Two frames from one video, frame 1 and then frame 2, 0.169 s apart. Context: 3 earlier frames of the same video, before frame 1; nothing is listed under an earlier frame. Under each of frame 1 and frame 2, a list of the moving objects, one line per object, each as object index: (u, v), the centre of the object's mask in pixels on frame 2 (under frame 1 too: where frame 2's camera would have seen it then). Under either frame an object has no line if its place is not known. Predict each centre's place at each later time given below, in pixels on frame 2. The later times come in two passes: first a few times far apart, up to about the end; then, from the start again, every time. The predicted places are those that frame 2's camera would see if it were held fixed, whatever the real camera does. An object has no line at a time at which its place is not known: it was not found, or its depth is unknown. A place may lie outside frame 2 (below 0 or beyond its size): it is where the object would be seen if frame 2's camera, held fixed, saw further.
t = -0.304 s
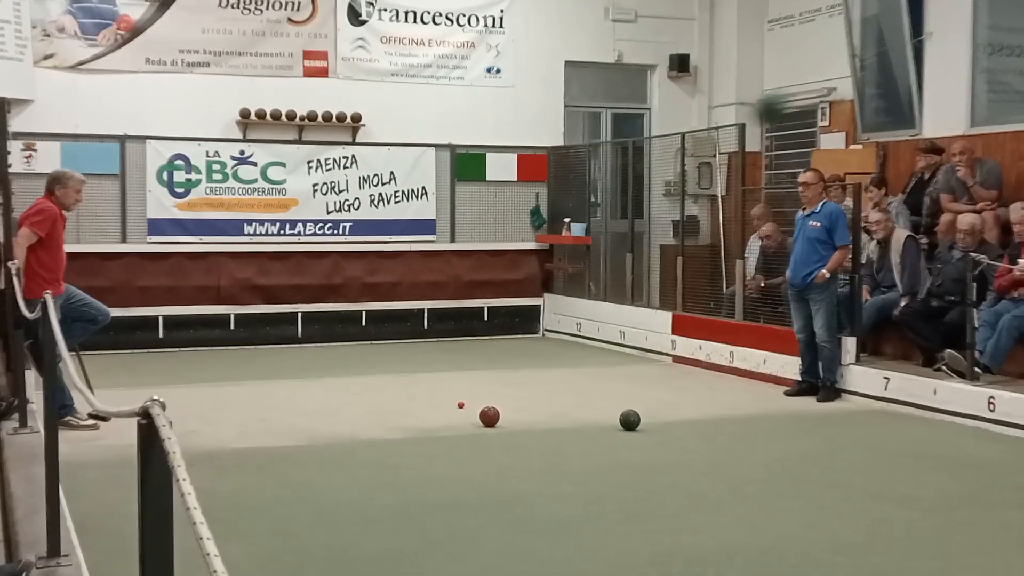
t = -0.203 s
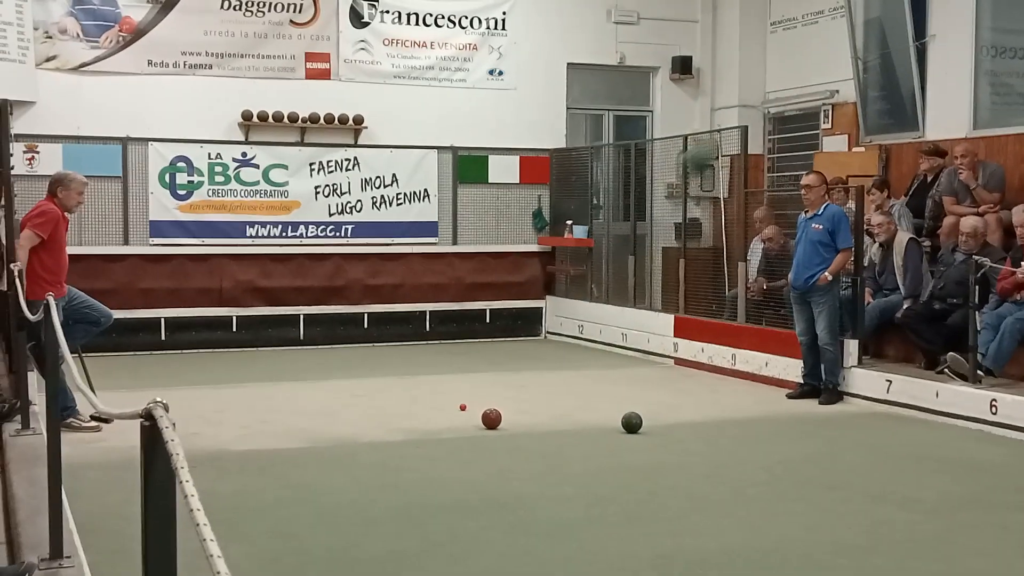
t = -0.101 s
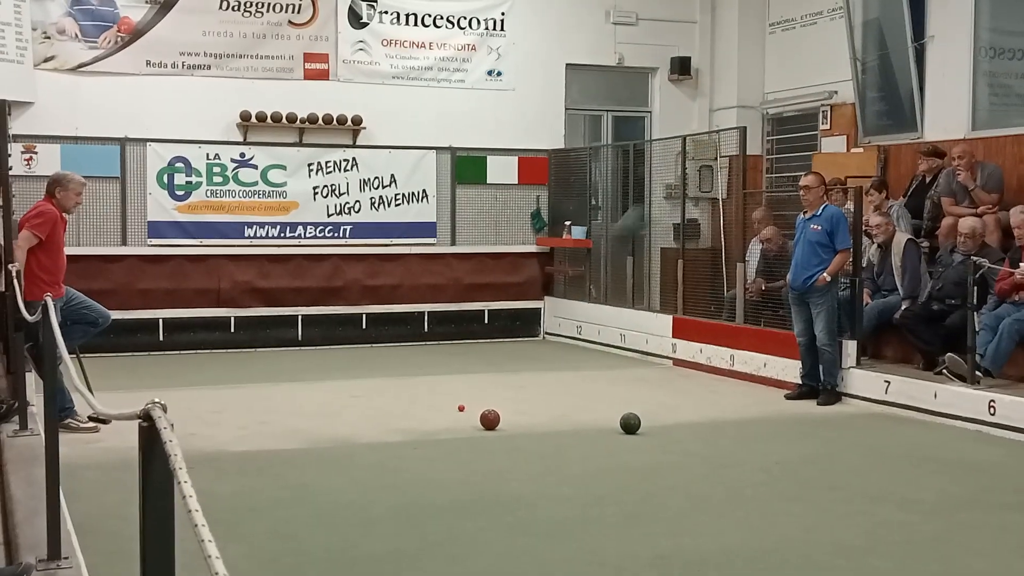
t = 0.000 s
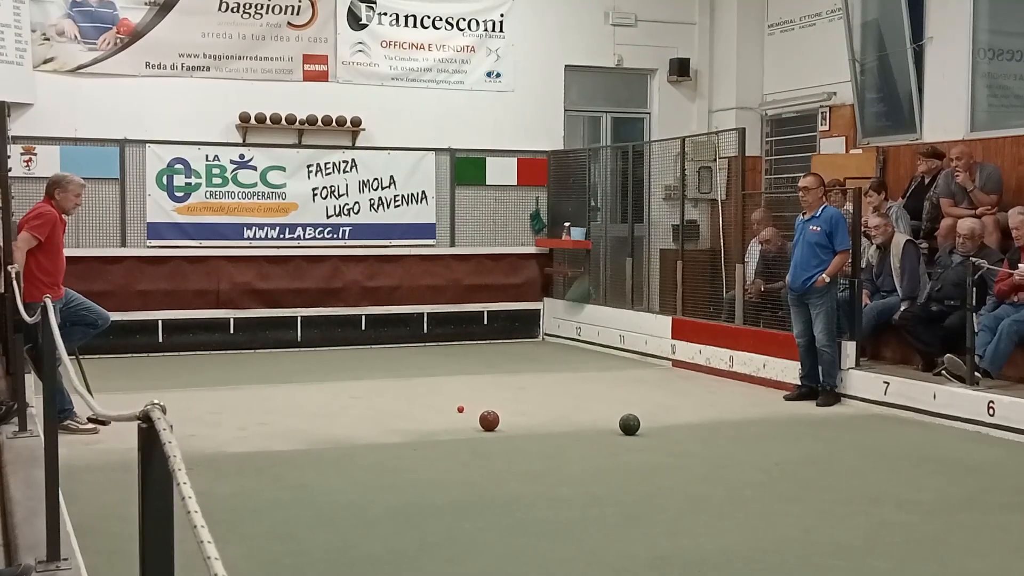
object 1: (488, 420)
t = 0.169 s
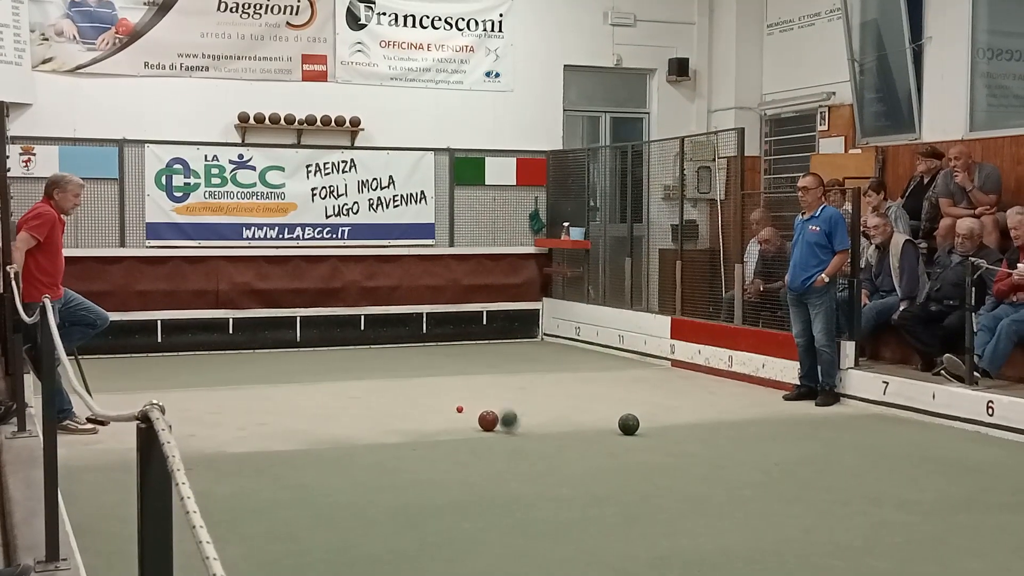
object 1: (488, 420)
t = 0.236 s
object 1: (472, 419)
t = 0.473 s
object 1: (419, 414)
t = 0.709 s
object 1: (372, 409)
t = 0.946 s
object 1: (329, 406)
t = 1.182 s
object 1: (288, 402)
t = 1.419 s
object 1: (250, 398)
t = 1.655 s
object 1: (214, 395)
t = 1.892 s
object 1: (181, 392)
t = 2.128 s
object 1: (150, 390)
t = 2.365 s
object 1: (120, 387)
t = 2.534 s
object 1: (101, 385)
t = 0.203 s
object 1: (481, 419)
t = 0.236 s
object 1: (472, 419)
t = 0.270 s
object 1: (462, 418)
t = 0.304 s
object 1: (455, 416)
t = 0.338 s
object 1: (447, 416)
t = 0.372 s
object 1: (440, 416)
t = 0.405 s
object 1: (433, 415)
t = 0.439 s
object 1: (426, 414)
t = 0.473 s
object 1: (419, 414)
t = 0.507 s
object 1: (412, 413)
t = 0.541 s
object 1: (405, 413)
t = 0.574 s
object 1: (398, 412)
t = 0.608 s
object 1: (392, 411)
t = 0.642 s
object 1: (385, 411)
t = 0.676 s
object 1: (379, 410)
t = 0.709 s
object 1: (372, 409)
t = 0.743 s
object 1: (366, 409)
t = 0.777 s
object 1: (360, 408)
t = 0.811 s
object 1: (353, 408)
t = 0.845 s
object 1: (347, 407)
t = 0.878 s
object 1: (341, 407)
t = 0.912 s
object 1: (335, 406)
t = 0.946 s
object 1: (329, 406)
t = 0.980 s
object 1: (323, 405)
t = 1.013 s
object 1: (317, 405)
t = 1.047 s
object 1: (311, 404)
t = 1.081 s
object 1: (305, 403)
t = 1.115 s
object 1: (299, 403)
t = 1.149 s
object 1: (294, 402)
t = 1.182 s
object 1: (288, 402)
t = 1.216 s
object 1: (282, 401)
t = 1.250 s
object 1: (277, 401)
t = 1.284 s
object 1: (271, 400)
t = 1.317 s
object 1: (266, 400)
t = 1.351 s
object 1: (260, 399)
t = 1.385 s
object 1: (255, 399)
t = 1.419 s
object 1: (250, 398)
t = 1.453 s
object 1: (245, 398)
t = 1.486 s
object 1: (239, 397)
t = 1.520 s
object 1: (234, 397)
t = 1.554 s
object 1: (229, 396)
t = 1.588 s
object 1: (224, 396)
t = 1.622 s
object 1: (219, 396)
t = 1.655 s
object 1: (214, 395)
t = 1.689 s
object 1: (209, 395)
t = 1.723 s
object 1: (204, 394)
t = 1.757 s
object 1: (200, 394)
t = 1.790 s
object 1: (195, 394)
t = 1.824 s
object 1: (190, 393)
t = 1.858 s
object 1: (185, 393)
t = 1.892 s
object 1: (181, 392)
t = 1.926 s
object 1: (176, 392)
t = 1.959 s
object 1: (171, 392)
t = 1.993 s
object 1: (167, 391)
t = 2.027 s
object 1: (163, 391)
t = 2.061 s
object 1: (158, 390)
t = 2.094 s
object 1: (154, 390)
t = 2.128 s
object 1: (150, 390)
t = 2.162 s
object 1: (145, 389)
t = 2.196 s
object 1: (141, 389)
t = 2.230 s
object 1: (137, 389)
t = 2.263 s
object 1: (133, 388)
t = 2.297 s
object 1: (128, 388)
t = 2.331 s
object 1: (124, 387)
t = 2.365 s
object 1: (120, 387)
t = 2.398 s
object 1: (116, 386)
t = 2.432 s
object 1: (112, 386)
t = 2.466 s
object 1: (108, 386)
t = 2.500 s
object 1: (104, 385)
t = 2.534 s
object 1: (101, 385)
